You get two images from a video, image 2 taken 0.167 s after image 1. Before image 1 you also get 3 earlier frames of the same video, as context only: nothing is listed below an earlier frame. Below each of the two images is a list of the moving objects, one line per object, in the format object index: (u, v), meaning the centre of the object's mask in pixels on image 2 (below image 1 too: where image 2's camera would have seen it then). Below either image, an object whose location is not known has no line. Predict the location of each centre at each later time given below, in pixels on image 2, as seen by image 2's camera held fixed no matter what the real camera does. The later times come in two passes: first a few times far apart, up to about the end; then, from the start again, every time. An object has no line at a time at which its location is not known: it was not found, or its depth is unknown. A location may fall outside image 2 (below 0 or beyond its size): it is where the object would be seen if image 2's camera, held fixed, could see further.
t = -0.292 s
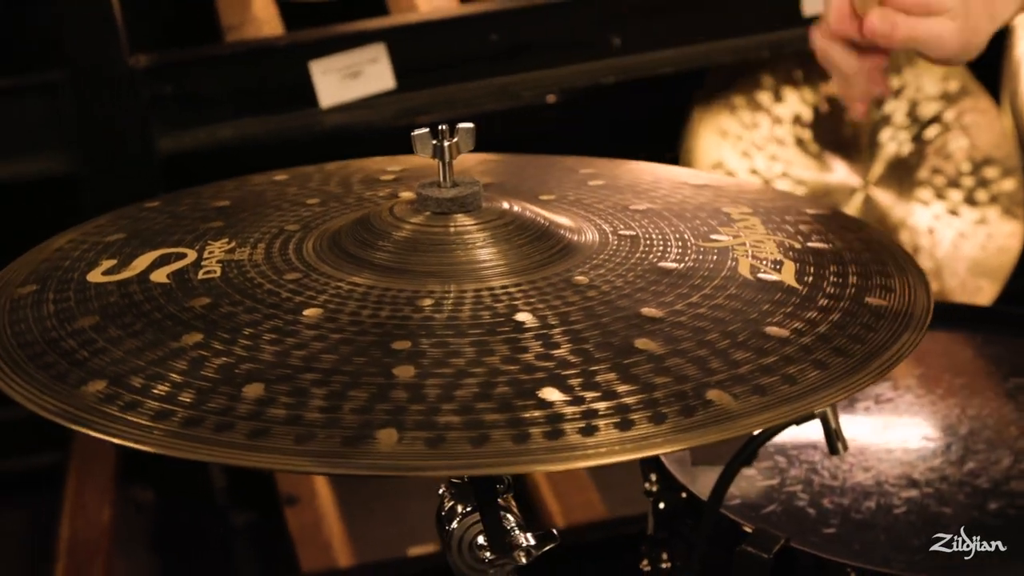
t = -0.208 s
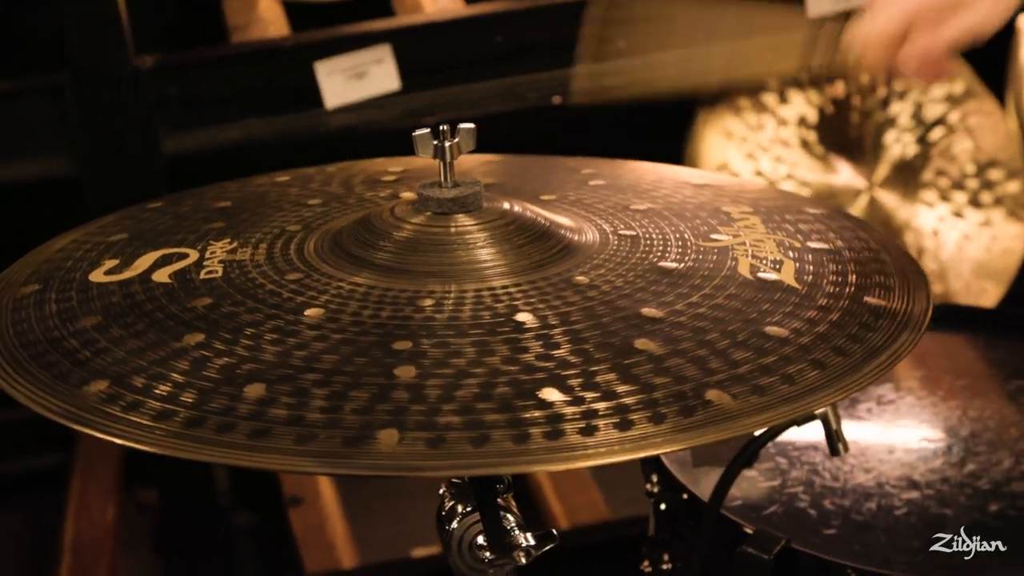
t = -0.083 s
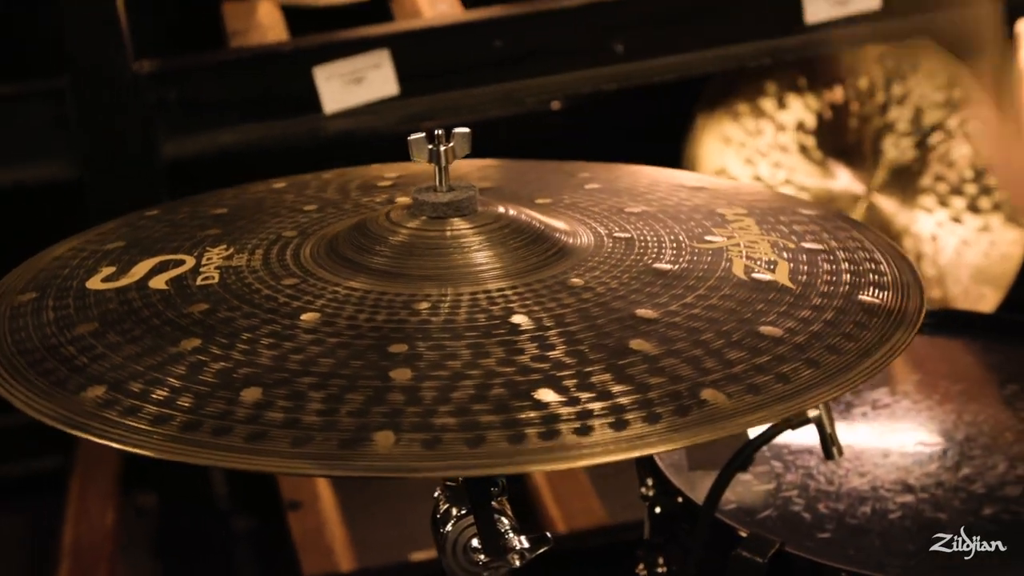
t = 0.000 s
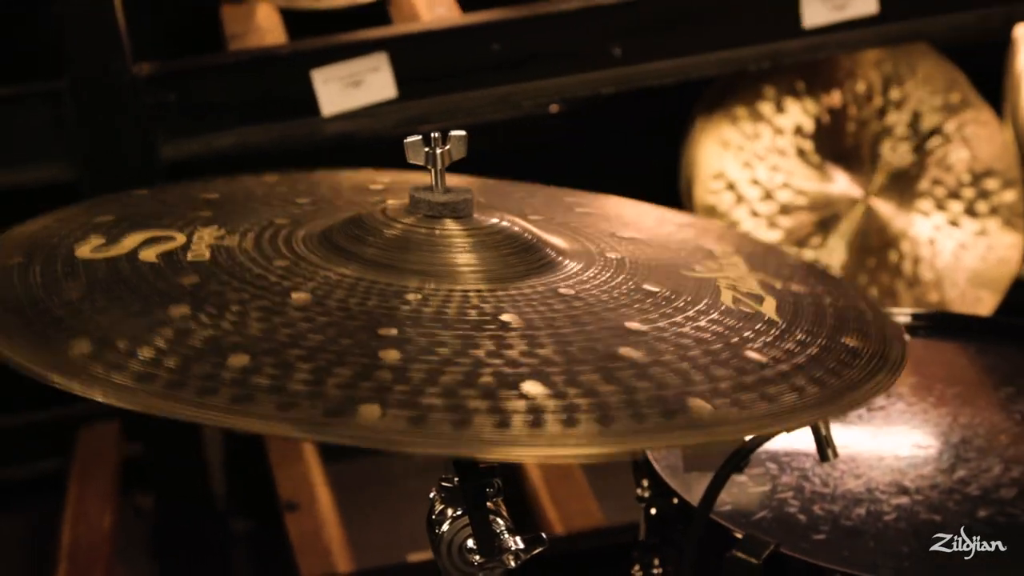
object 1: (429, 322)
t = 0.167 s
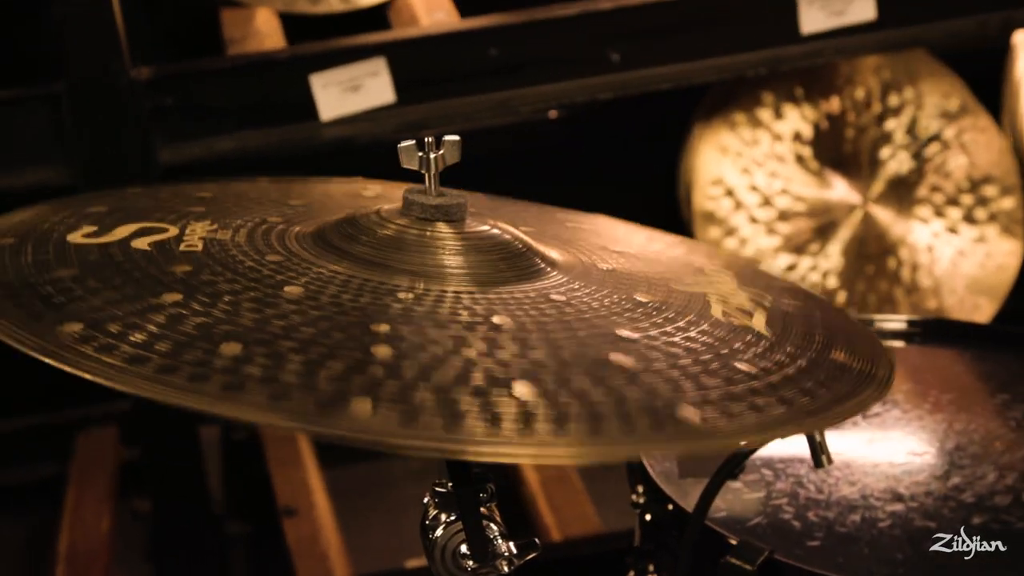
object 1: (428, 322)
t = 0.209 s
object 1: (433, 325)
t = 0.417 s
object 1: (423, 315)
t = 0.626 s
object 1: (422, 320)
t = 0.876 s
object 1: (437, 330)
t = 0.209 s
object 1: (433, 325)
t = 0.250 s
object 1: (434, 321)
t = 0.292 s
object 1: (422, 316)
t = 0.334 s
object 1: (422, 315)
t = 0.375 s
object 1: (435, 317)
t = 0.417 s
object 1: (423, 315)
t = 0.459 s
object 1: (427, 321)
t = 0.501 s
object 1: (441, 324)
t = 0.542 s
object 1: (443, 325)
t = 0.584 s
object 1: (429, 322)
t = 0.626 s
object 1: (422, 320)
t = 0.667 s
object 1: (429, 323)
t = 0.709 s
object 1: (424, 324)
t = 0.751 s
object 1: (422, 325)
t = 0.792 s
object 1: (432, 328)
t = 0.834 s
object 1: (435, 331)
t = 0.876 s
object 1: (437, 330)
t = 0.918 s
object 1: (444, 329)
